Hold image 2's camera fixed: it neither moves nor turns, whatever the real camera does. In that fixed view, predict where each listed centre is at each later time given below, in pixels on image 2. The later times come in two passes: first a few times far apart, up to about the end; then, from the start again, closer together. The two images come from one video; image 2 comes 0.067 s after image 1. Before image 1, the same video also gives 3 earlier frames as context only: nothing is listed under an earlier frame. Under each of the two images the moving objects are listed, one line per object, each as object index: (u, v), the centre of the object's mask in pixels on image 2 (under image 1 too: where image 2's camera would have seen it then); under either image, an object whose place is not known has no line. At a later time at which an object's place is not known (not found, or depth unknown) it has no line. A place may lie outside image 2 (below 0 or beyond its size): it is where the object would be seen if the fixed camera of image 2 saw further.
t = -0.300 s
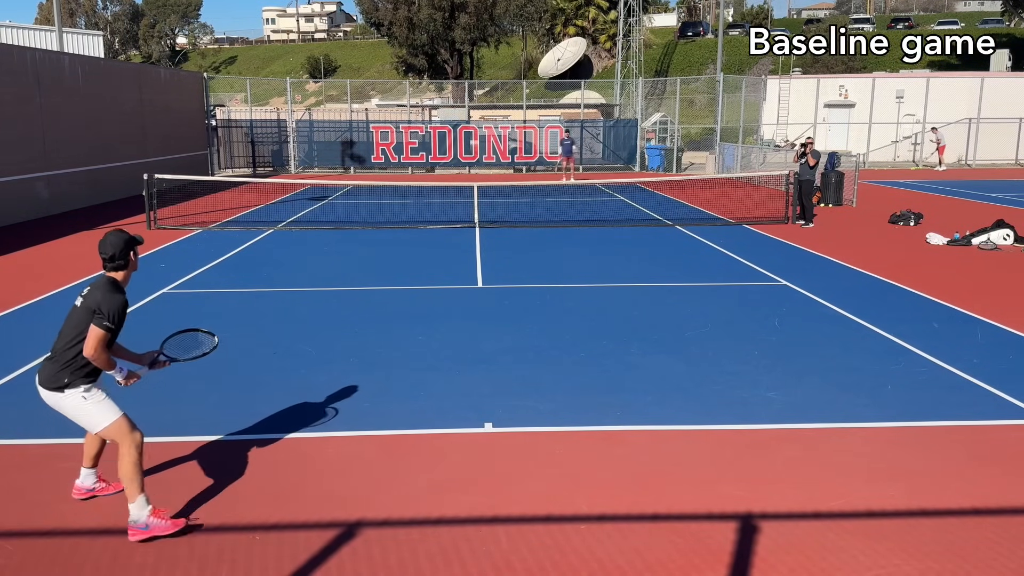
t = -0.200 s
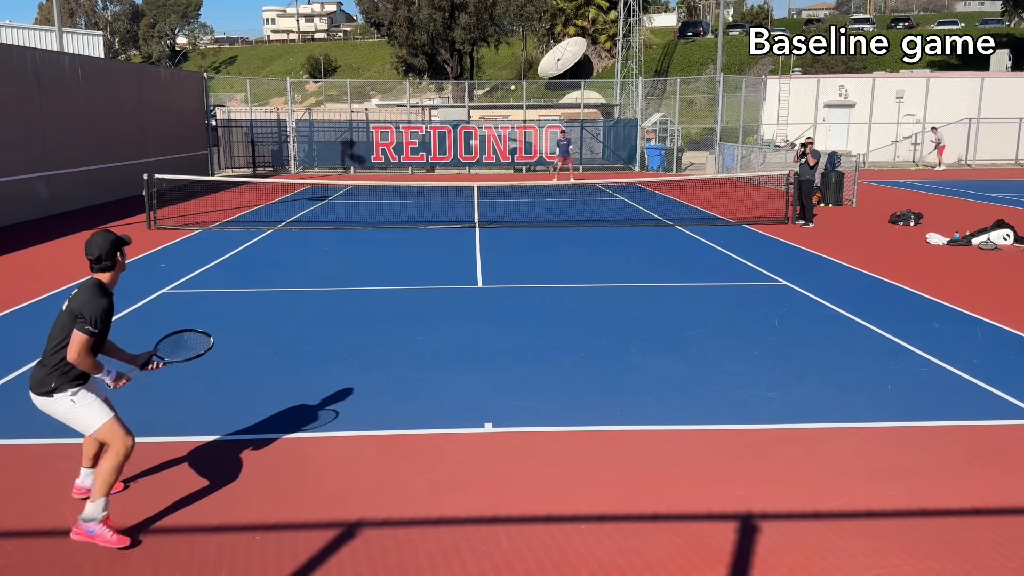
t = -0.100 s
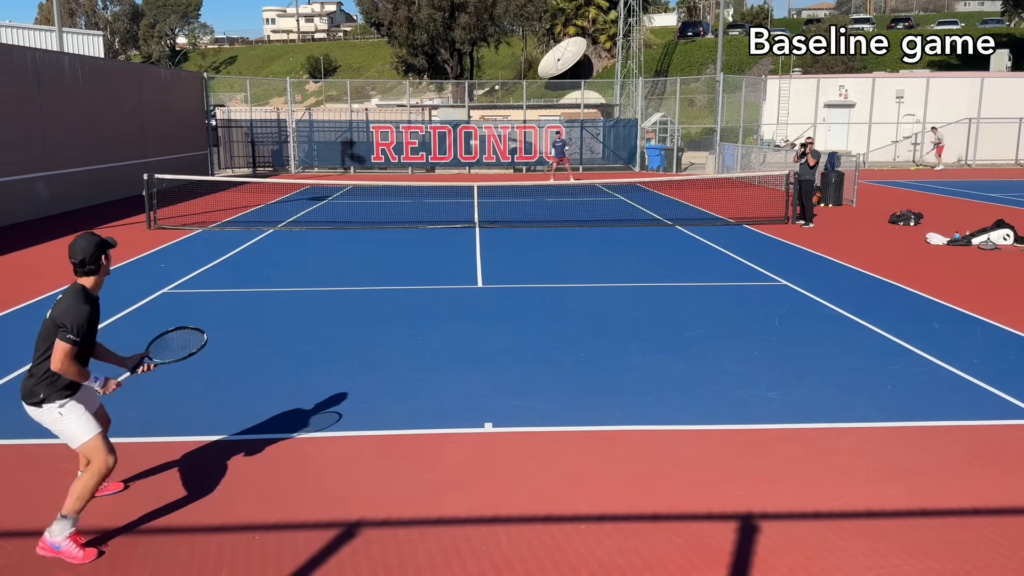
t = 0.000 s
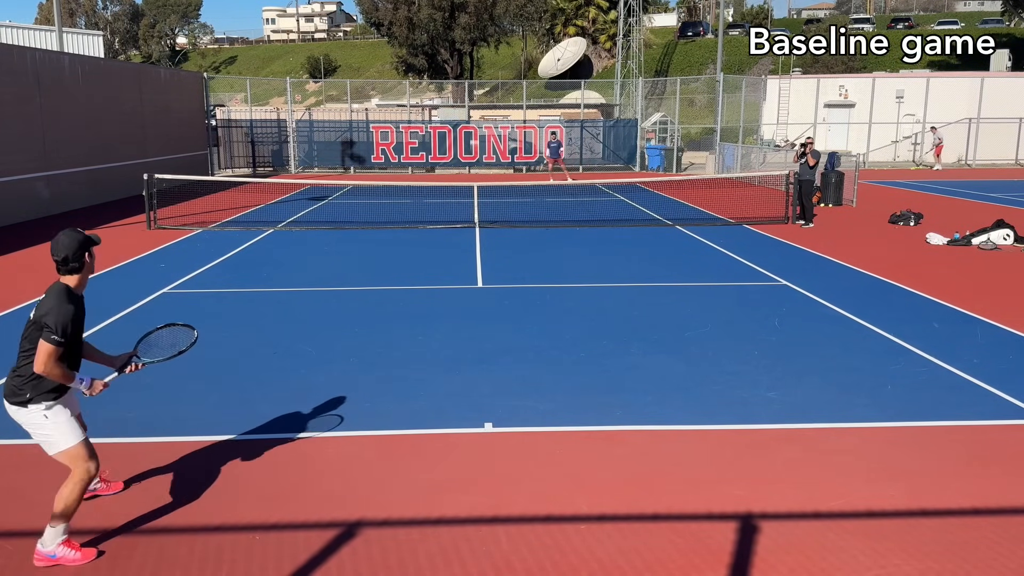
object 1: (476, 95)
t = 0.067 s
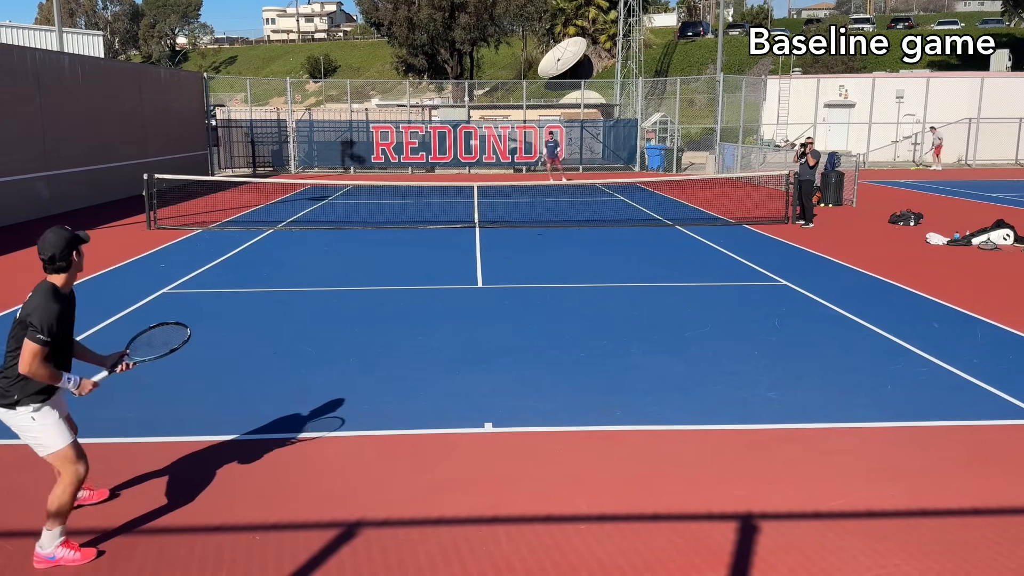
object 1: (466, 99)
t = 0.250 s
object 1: (423, 136)
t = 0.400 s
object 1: (381, 194)
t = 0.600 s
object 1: (302, 338)
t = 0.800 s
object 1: (238, 369)
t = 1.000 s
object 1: (188, 334)
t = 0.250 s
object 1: (423, 136)
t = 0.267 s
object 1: (420, 141)
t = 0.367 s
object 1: (391, 178)
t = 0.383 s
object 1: (386, 186)
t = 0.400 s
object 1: (381, 194)
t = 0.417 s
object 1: (375, 203)
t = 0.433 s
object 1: (370, 212)
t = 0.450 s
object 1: (364, 222)
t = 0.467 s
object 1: (358, 232)
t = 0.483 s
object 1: (352, 243)
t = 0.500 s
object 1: (346, 254)
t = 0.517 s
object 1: (339, 266)
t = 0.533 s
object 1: (332, 279)
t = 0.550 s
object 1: (325, 293)
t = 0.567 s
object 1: (318, 307)
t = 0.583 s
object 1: (310, 322)
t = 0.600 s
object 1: (302, 338)
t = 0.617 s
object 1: (294, 354)
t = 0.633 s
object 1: (286, 372)
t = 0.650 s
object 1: (277, 391)
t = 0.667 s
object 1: (268, 411)
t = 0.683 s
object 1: (264, 409)
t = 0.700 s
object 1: (260, 402)
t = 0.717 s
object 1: (256, 396)
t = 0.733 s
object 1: (253, 390)
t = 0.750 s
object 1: (249, 384)
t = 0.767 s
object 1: (246, 379)
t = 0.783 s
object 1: (242, 374)
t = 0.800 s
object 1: (238, 369)
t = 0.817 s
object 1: (234, 364)
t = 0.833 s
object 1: (230, 360)
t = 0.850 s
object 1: (226, 355)
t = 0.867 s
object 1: (222, 352)
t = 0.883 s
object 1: (218, 348)
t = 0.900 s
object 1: (214, 345)
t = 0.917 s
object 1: (210, 342)
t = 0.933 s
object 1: (206, 340)
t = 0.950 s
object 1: (201, 338)
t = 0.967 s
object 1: (197, 336)
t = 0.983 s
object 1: (193, 335)
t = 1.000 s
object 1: (188, 334)
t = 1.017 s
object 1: (183, 334)
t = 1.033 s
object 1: (179, 334)
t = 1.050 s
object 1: (174, 334)
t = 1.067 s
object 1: (169, 335)
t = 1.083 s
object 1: (164, 337)
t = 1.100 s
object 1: (160, 339)
